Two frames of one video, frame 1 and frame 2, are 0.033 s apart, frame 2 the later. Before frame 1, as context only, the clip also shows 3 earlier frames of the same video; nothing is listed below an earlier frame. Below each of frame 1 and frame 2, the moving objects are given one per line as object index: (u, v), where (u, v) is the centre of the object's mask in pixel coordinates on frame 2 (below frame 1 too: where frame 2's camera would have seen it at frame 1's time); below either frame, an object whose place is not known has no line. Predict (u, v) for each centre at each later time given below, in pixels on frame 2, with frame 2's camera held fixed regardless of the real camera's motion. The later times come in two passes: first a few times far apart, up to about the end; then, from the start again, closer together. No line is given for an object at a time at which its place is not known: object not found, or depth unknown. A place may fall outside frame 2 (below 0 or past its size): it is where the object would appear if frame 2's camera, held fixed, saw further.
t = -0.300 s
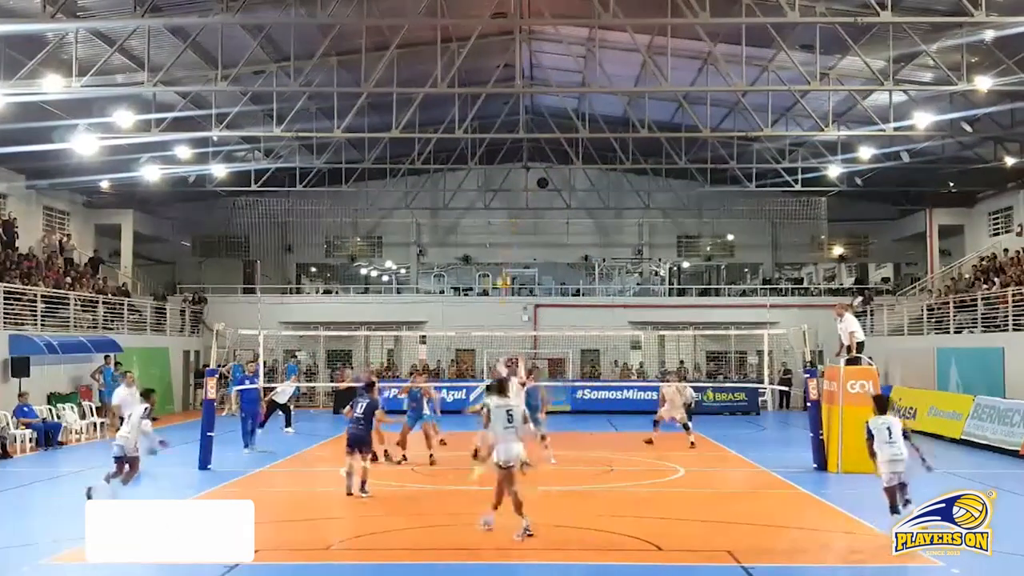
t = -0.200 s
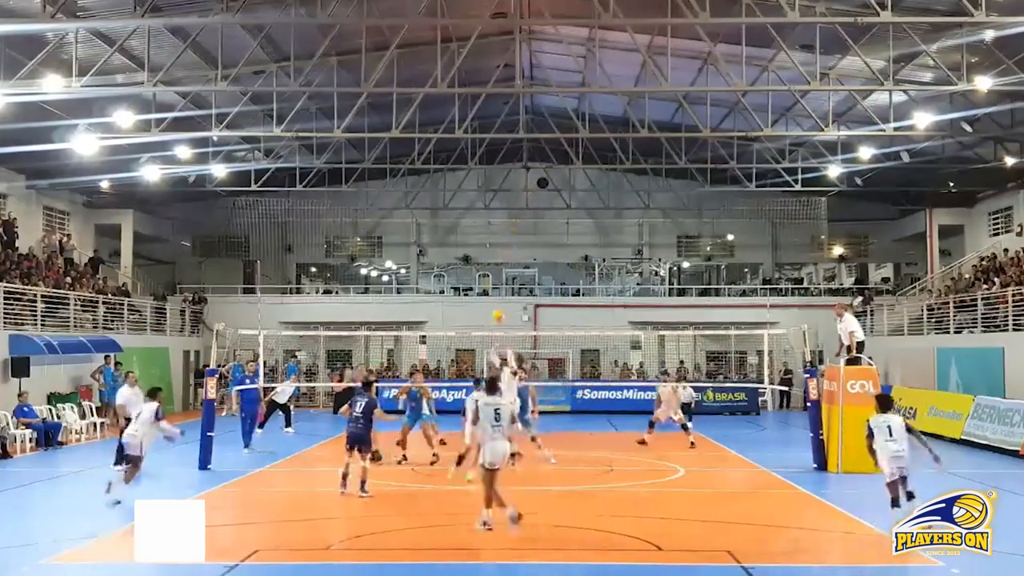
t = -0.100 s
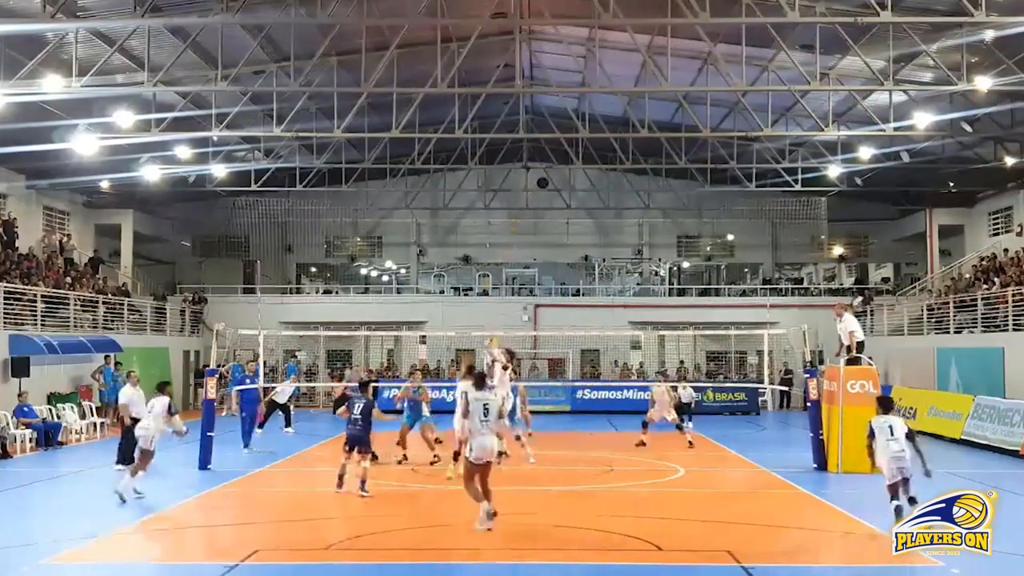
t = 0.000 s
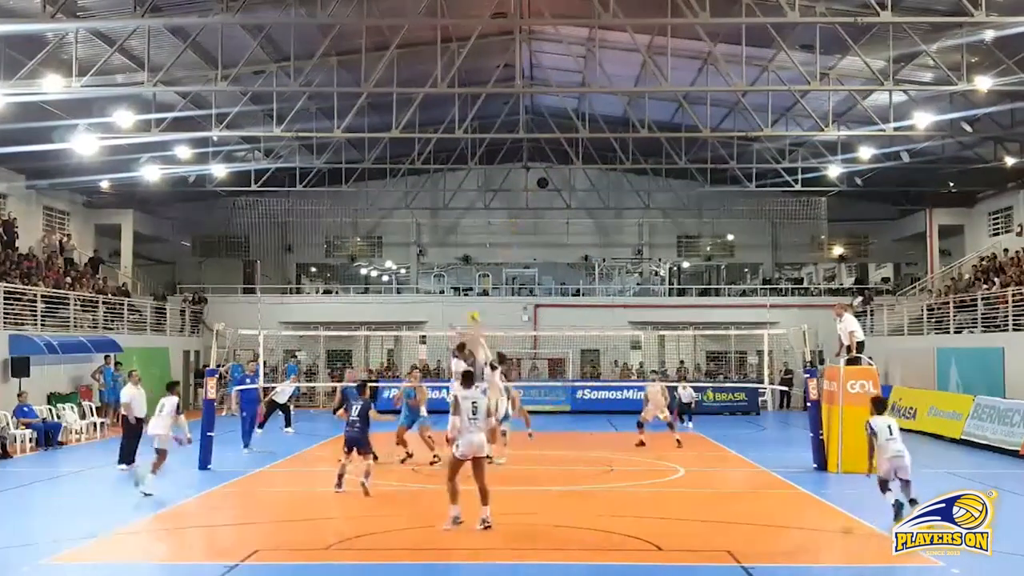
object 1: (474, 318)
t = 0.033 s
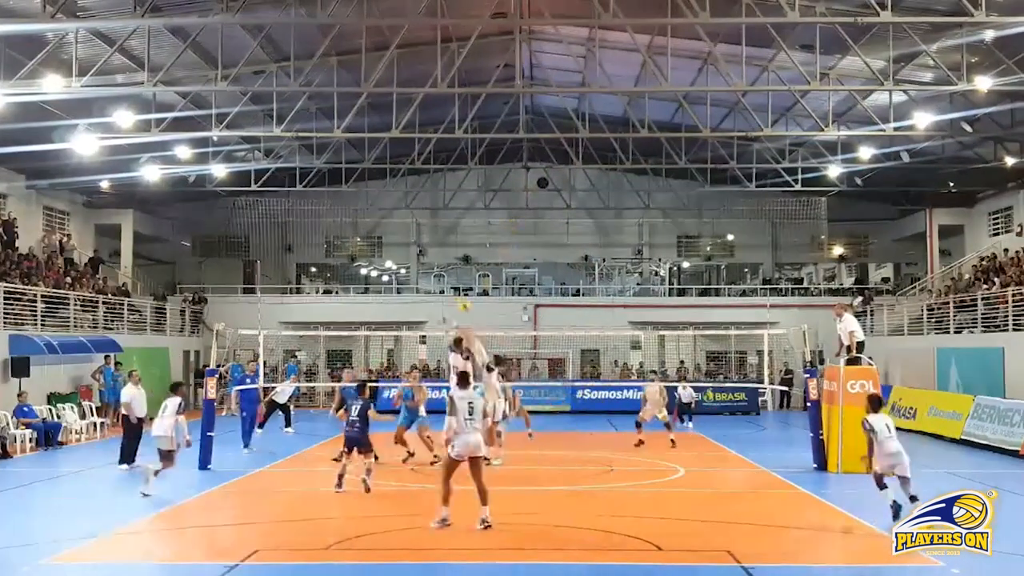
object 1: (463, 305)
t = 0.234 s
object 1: (416, 253)
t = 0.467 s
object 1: (363, 223)
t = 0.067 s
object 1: (455, 295)
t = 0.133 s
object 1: (439, 276)
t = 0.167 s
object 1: (432, 269)
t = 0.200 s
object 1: (424, 260)
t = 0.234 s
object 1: (416, 253)
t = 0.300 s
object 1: (401, 241)
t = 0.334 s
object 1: (393, 237)
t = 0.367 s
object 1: (385, 232)
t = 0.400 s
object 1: (377, 229)
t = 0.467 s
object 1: (363, 223)
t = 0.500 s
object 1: (355, 221)
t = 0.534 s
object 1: (348, 220)
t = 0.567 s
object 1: (341, 219)
